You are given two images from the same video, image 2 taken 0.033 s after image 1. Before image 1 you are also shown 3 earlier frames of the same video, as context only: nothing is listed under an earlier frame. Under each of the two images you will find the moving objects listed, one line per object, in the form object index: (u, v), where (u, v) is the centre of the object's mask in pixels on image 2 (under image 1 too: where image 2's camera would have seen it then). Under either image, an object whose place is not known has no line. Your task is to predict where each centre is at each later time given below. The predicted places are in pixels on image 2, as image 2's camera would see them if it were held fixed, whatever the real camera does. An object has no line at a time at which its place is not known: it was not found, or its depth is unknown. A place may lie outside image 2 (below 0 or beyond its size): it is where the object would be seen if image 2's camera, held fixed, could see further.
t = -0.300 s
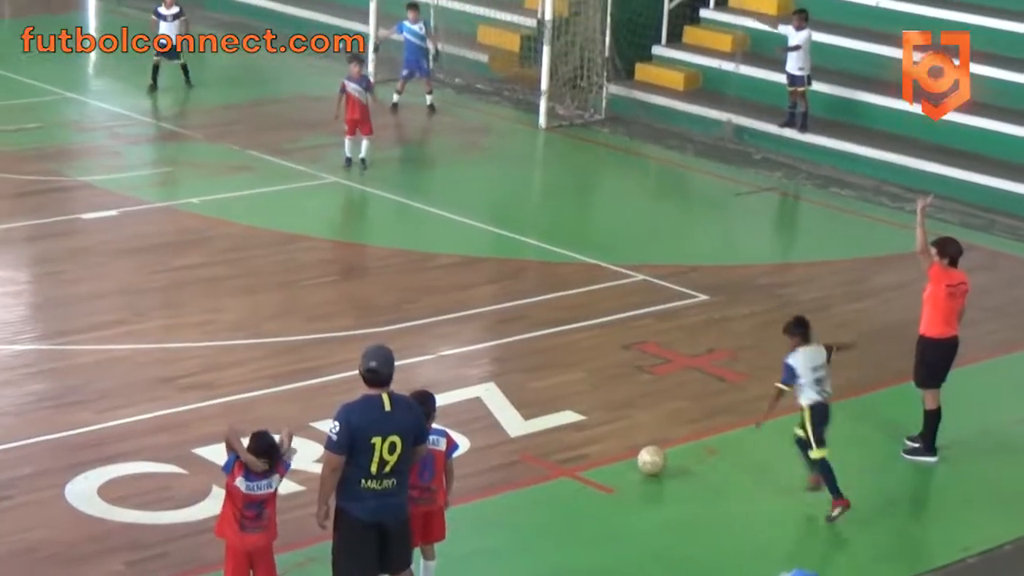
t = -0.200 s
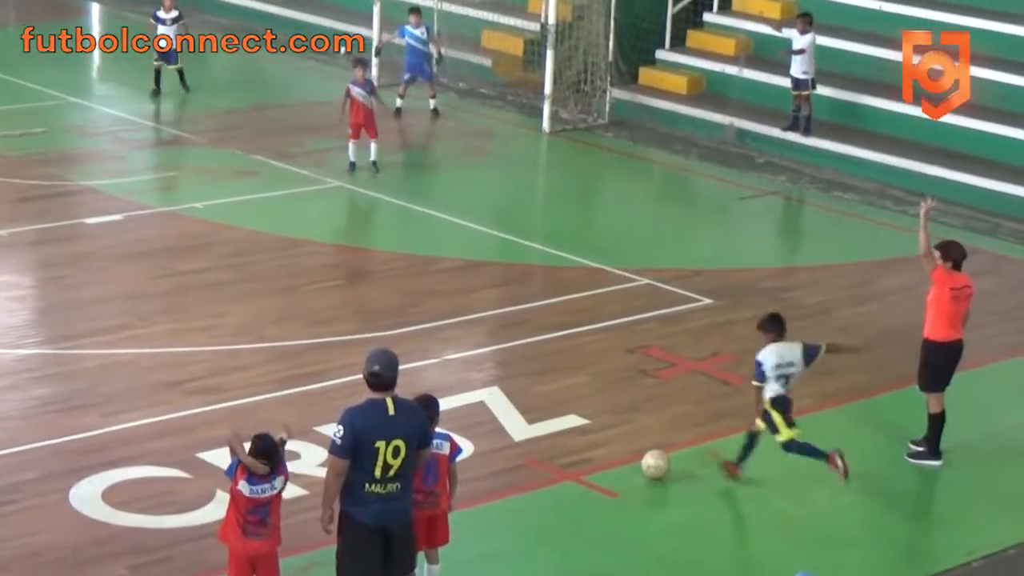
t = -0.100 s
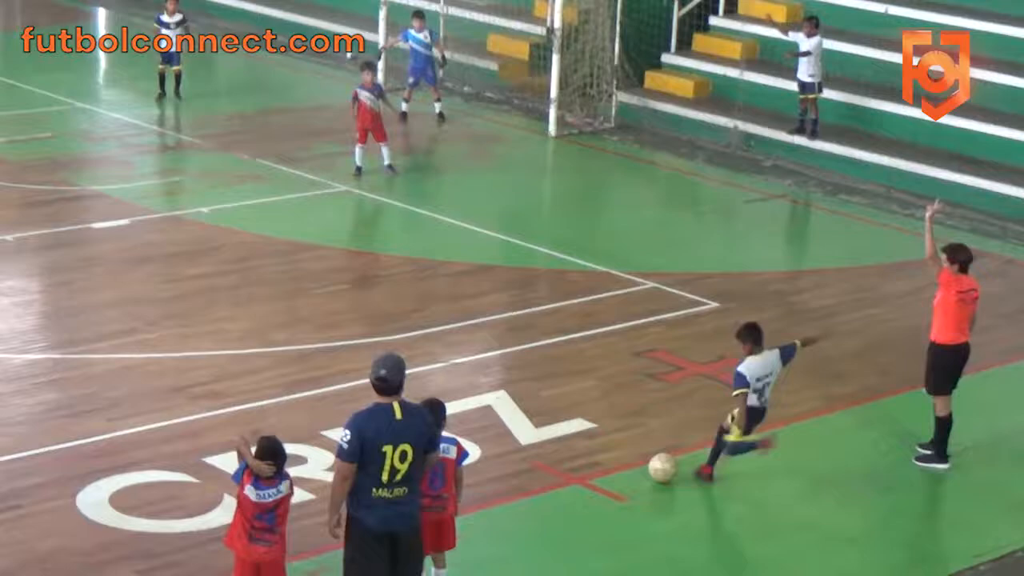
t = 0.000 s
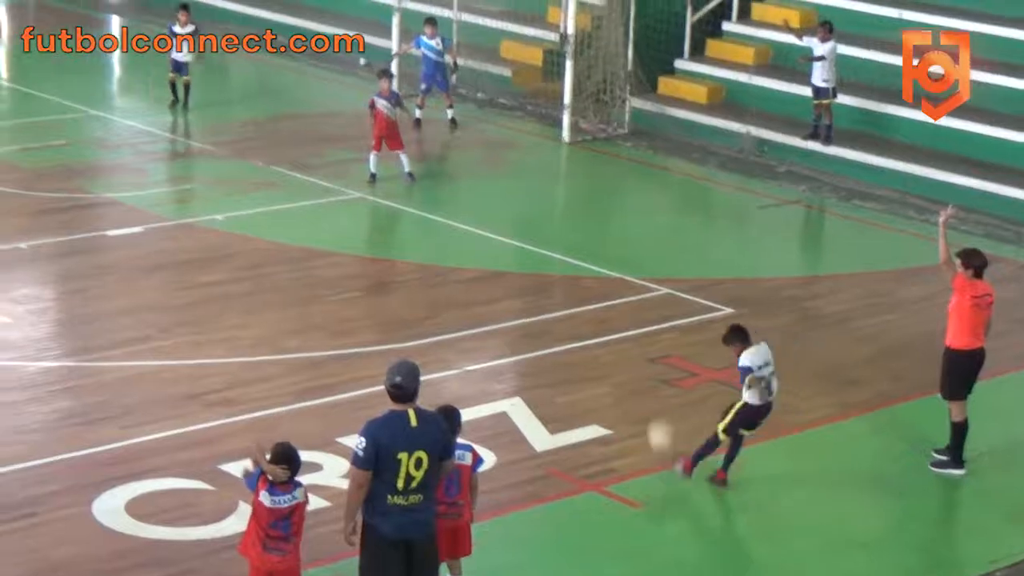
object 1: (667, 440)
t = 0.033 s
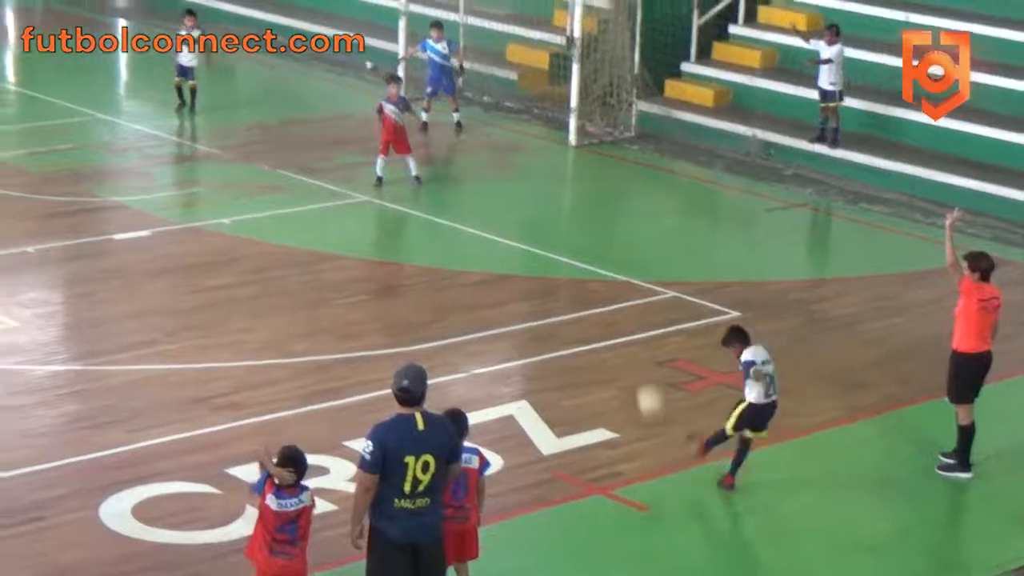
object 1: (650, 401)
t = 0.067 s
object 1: (632, 365)
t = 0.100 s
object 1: (617, 330)
